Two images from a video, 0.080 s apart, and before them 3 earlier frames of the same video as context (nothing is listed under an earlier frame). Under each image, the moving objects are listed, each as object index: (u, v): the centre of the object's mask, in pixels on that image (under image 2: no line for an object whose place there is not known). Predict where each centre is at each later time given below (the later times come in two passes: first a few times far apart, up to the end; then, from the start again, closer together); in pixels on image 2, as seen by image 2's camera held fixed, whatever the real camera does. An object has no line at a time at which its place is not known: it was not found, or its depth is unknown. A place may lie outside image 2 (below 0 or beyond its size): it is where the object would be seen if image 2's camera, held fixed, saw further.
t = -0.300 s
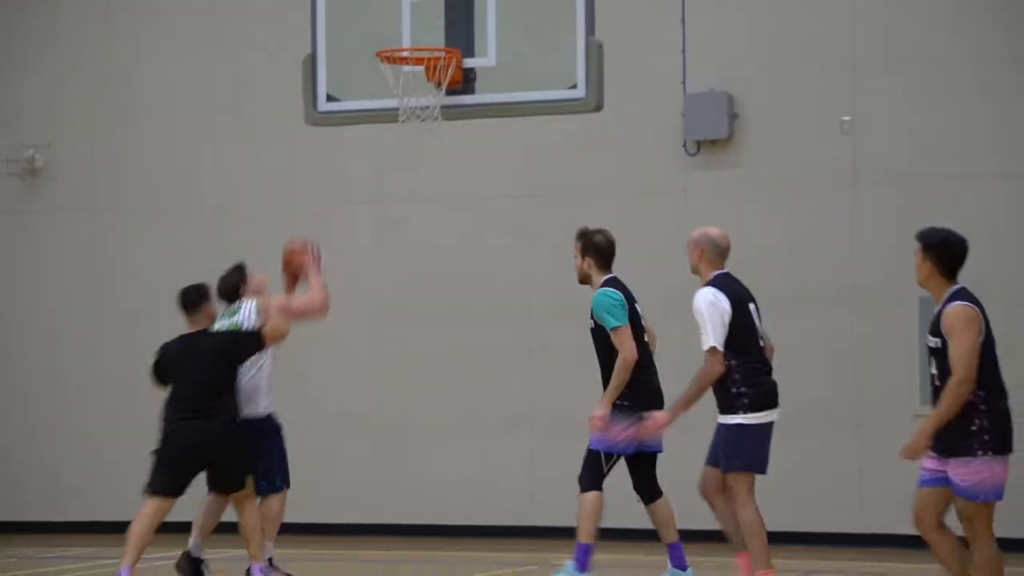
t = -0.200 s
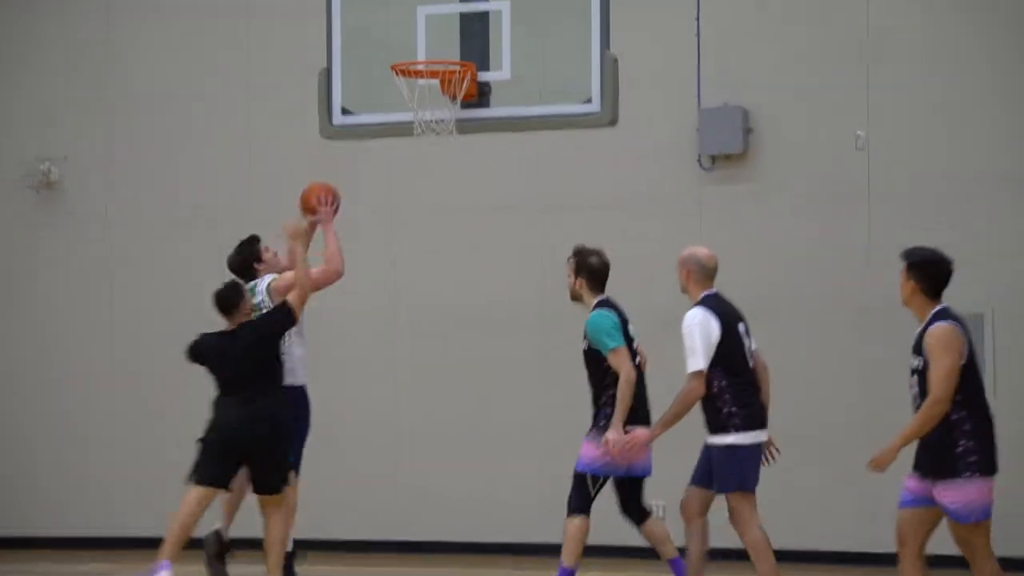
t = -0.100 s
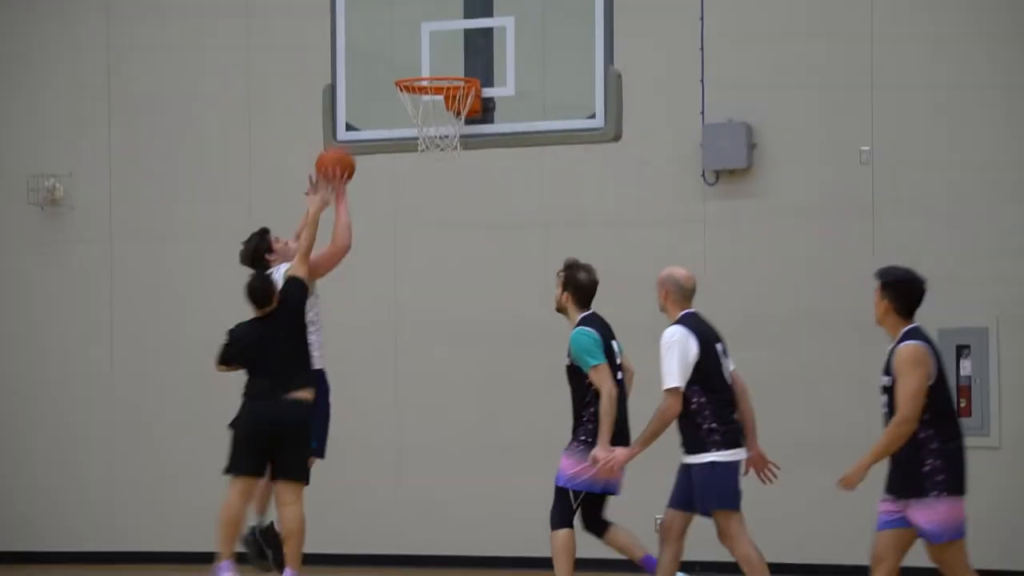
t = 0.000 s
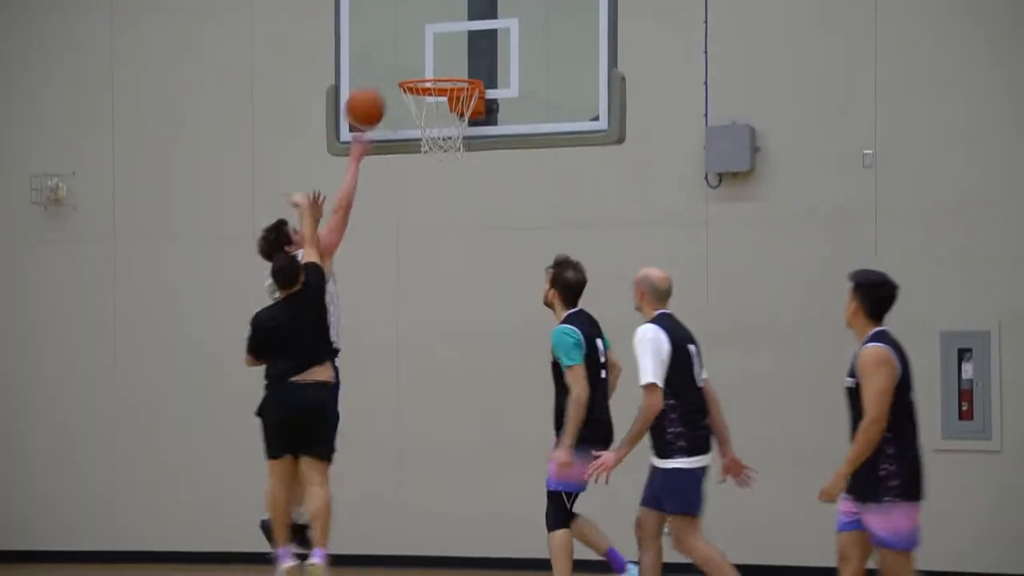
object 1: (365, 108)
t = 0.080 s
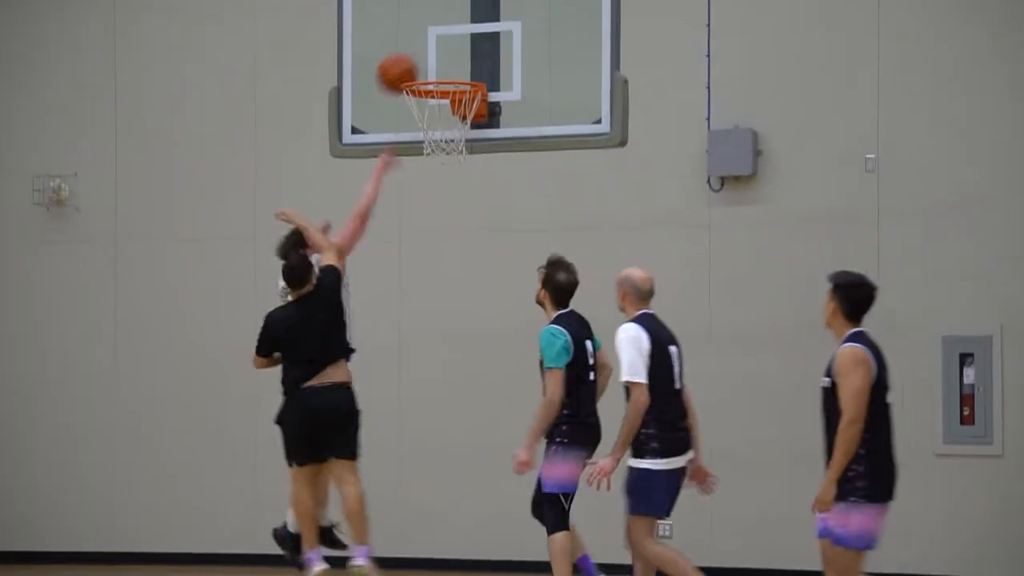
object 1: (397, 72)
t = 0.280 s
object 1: (424, 57)
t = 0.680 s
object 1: (450, 187)
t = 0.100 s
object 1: (405, 64)
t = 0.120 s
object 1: (408, 61)
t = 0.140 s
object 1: (410, 58)
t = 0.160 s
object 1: (412, 56)
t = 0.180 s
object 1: (414, 54)
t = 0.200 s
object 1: (416, 54)
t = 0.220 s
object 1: (418, 54)
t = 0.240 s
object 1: (420, 55)
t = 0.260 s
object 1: (422, 55)
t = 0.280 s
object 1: (424, 57)
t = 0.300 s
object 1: (427, 59)
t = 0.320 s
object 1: (428, 62)
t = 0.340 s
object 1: (430, 65)
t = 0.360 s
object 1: (432, 68)
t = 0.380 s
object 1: (433, 70)
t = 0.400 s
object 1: (436, 72)
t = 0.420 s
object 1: (438, 76)
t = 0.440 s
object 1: (438, 96)
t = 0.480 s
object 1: (444, 111)
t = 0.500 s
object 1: (444, 122)
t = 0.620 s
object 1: (449, 161)
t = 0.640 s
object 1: (450, 169)
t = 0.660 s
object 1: (450, 178)
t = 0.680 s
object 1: (450, 187)
